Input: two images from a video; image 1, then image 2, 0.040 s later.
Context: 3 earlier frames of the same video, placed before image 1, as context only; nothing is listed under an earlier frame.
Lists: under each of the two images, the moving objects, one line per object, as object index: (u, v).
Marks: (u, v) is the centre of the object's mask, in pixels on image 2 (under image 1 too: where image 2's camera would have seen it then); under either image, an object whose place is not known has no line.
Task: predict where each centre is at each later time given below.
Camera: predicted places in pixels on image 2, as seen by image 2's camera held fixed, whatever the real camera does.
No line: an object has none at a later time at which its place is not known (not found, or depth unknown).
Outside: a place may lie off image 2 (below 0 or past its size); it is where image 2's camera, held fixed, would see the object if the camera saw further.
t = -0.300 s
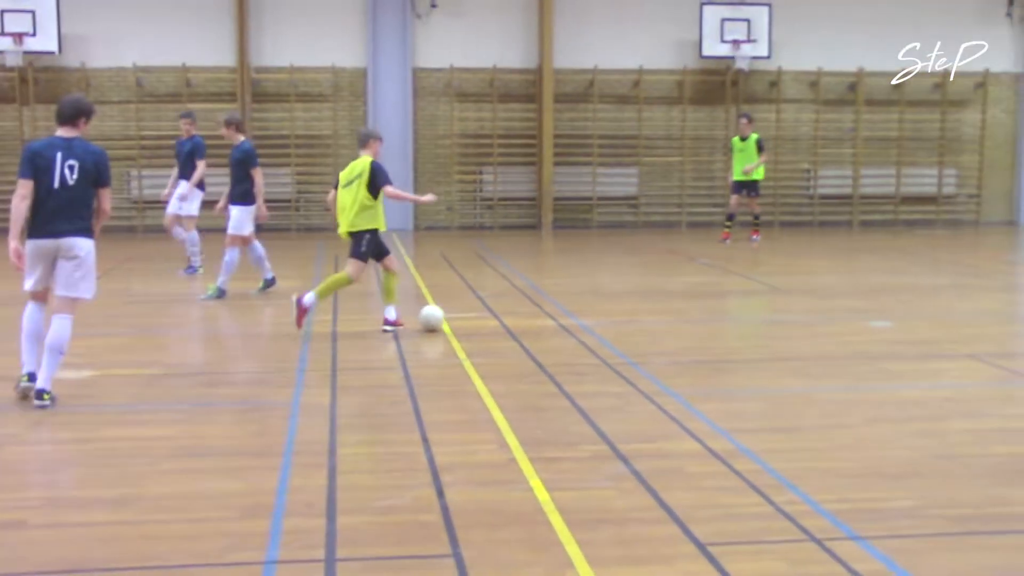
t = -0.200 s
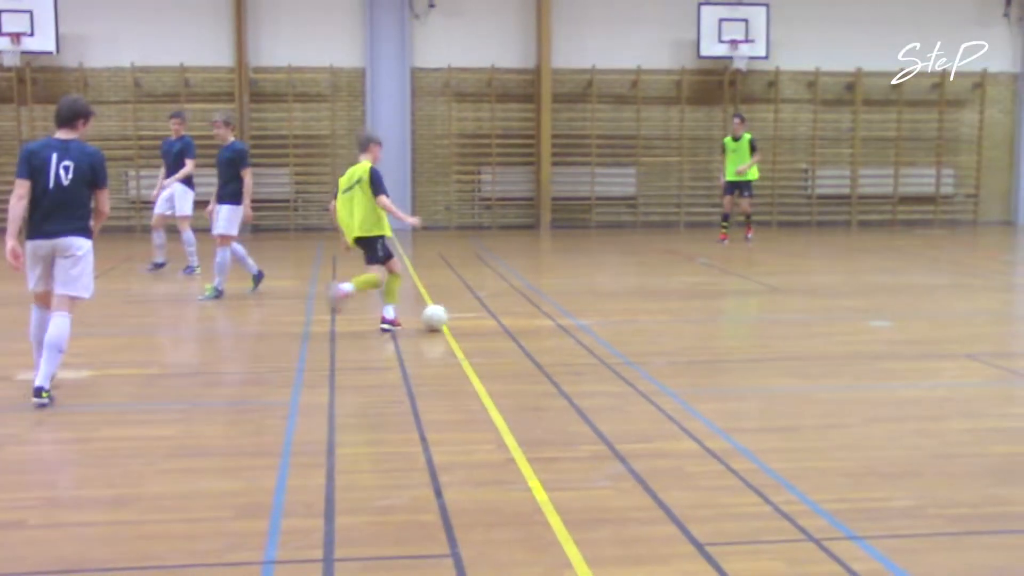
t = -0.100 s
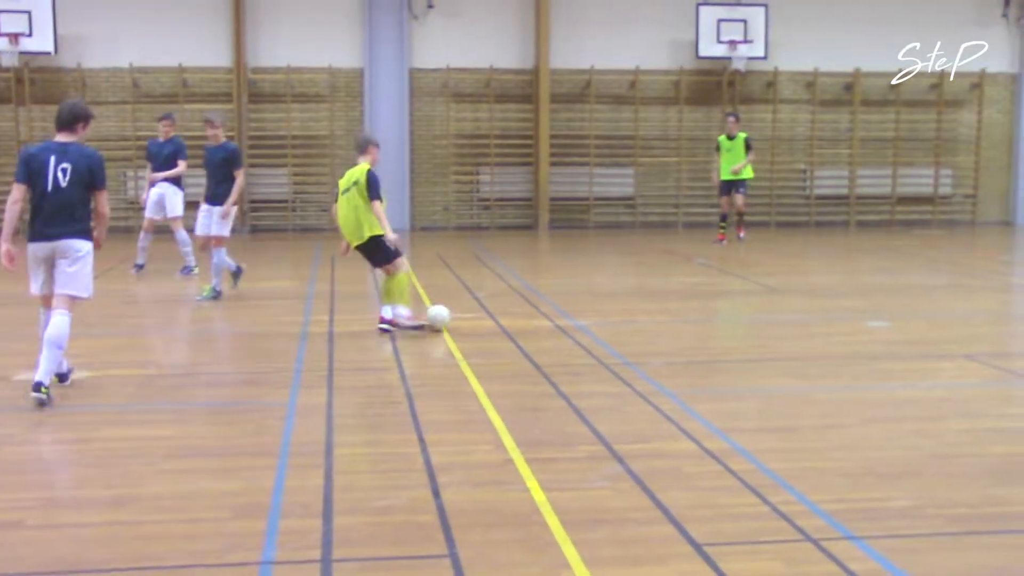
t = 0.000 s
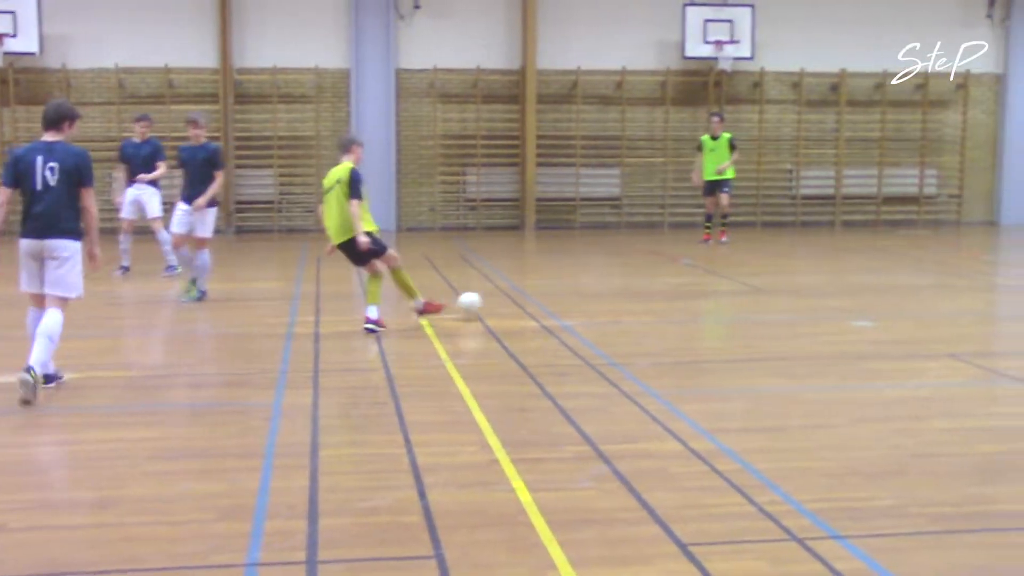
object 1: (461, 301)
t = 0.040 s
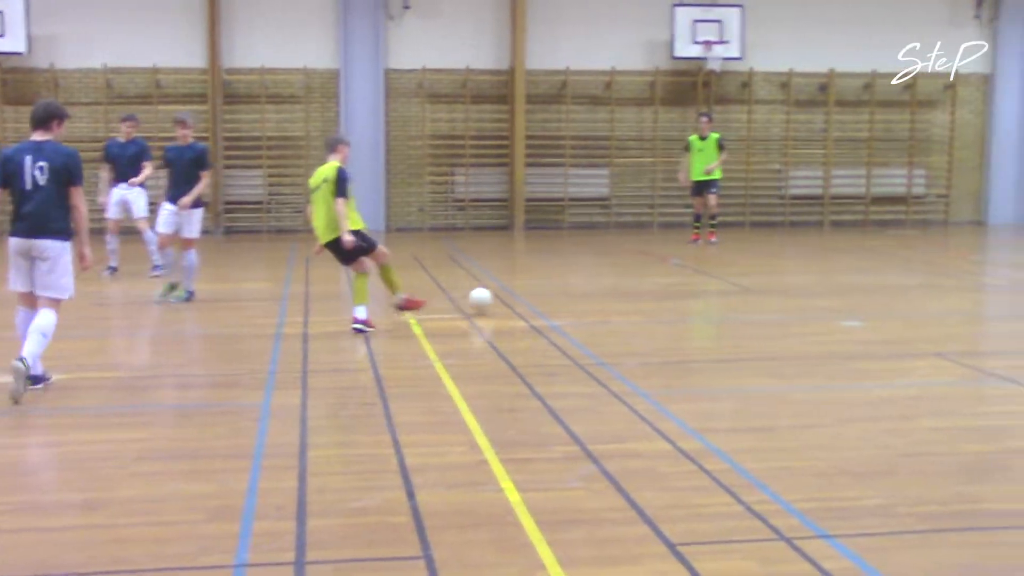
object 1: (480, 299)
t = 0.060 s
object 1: (489, 299)
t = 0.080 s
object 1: (499, 297)
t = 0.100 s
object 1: (507, 297)
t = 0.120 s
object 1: (515, 294)
